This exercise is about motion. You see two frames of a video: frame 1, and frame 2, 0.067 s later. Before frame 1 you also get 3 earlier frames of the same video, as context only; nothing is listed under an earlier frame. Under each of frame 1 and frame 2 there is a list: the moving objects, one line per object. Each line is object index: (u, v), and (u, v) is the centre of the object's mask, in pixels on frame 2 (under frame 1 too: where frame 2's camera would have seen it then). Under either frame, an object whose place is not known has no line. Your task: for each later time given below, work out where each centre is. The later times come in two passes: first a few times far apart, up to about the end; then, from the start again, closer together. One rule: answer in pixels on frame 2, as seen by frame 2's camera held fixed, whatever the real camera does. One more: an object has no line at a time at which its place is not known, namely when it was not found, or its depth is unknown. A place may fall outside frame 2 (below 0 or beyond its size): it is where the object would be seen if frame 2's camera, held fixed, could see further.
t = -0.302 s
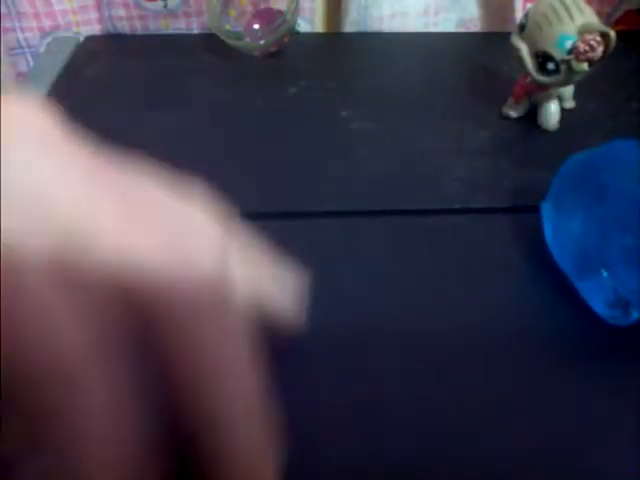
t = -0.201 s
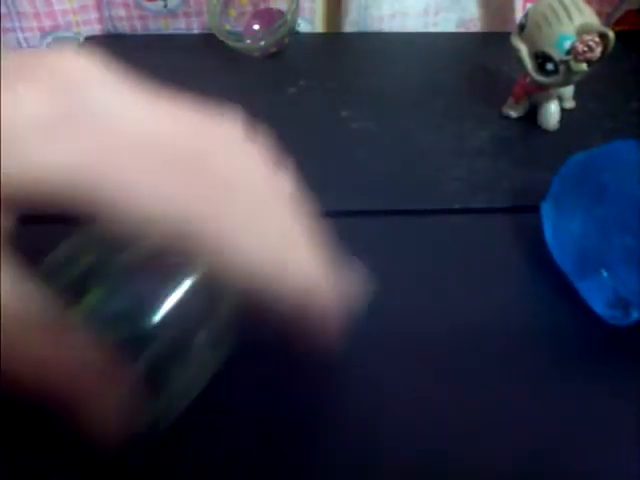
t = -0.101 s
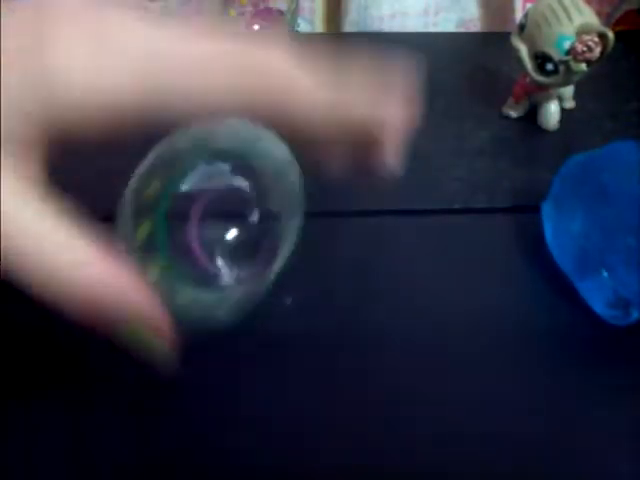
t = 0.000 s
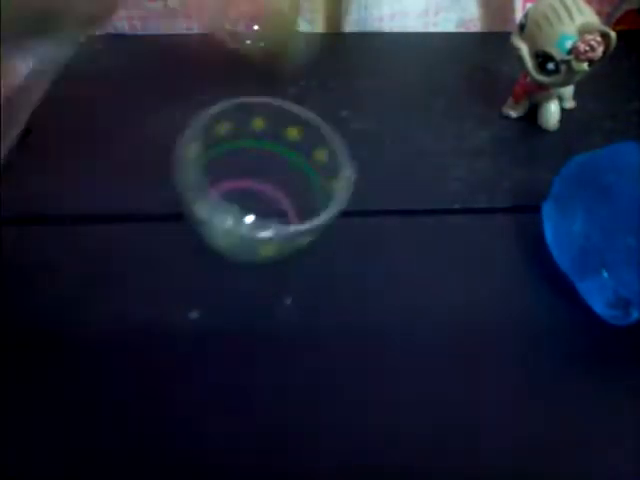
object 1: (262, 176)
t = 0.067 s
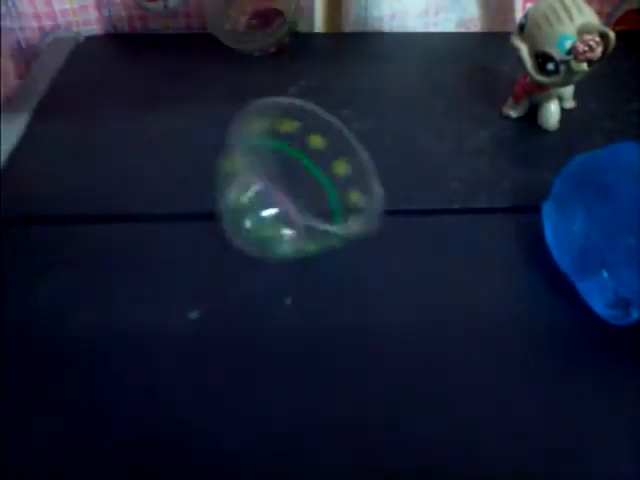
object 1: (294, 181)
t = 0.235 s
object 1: (332, 203)
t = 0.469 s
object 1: (304, 205)
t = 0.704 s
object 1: (326, 225)
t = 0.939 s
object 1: (351, 213)
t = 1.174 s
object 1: (335, 233)
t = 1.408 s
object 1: (296, 214)
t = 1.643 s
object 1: (257, 267)
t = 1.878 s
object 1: (286, 297)
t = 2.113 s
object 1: (298, 277)
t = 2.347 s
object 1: (251, 316)
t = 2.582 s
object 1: (167, 296)
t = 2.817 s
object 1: (134, 251)
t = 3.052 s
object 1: (121, 229)
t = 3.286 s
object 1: (100, 250)
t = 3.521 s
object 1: (121, 262)
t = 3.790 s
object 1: (176, 240)
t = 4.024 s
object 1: (204, 220)
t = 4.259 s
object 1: (234, 224)
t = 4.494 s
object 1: (235, 222)
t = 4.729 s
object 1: (213, 218)
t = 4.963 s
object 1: (200, 236)
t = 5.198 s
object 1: (177, 269)
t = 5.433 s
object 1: (131, 275)
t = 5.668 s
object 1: (102, 263)
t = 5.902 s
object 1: (90, 279)
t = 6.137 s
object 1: (78, 290)
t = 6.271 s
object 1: (73, 273)
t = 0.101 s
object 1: (312, 189)
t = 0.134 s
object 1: (327, 197)
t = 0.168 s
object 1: (338, 198)
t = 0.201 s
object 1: (342, 200)
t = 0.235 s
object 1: (332, 203)
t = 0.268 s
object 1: (318, 204)
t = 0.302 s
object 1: (305, 201)
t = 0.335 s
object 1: (297, 199)
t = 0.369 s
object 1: (292, 199)
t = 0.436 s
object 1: (296, 202)
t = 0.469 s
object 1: (304, 205)
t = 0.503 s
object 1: (315, 209)
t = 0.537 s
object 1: (338, 205)
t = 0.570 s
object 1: (353, 203)
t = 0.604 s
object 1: (359, 204)
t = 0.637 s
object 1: (355, 208)
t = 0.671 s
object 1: (341, 215)
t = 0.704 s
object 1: (326, 225)
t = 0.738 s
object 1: (319, 229)
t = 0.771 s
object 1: (316, 229)
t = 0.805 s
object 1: (316, 230)
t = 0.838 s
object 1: (319, 231)
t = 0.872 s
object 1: (324, 231)
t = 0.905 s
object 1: (338, 221)
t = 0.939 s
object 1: (351, 213)
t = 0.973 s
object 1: (361, 206)
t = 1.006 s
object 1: (365, 204)
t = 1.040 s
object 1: (363, 208)
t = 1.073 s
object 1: (356, 215)
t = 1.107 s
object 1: (348, 223)
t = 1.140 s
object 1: (341, 231)
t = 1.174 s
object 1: (335, 233)
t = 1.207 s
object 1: (329, 229)
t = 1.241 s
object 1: (321, 222)
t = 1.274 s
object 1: (311, 212)
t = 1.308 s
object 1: (301, 204)
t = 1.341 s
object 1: (295, 202)
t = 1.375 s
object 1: (293, 206)
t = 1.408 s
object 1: (296, 214)
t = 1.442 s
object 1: (303, 226)
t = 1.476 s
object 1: (308, 239)
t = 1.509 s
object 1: (302, 243)
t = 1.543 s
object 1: (291, 248)
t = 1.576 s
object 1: (277, 257)
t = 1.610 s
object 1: (264, 263)
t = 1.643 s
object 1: (257, 267)
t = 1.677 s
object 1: (255, 269)
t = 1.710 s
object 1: (260, 269)
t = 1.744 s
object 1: (270, 266)
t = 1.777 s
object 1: (281, 264)
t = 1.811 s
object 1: (288, 267)
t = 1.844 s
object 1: (289, 279)
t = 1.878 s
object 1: (286, 297)
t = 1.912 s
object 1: (284, 314)
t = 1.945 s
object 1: (283, 324)
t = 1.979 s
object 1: (284, 326)
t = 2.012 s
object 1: (287, 321)
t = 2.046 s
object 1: (292, 307)
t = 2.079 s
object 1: (297, 290)
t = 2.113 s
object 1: (298, 277)
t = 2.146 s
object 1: (296, 275)
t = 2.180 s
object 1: (290, 286)
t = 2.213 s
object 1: (282, 303)
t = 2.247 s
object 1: (274, 319)
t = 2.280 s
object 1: (266, 326)
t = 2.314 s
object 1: (258, 325)
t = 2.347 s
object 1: (251, 316)
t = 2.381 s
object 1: (244, 299)
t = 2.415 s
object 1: (236, 282)
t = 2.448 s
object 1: (223, 272)
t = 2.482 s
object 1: (207, 274)
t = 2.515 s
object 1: (192, 283)
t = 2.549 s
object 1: (178, 293)
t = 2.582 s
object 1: (167, 296)
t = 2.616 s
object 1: (160, 293)
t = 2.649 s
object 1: (156, 284)
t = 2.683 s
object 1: (155, 270)
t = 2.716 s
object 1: (155, 255)
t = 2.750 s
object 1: (153, 246)
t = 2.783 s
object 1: (146, 245)
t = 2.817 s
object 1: (134, 251)
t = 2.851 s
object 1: (124, 258)
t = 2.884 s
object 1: (117, 261)
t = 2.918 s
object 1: (112, 261)
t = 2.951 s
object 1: (111, 256)
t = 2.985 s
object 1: (113, 248)
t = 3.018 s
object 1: (117, 237)
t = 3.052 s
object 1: (121, 229)
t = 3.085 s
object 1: (121, 227)
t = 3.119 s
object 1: (116, 232)
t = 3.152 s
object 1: (108, 241)
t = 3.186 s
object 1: (101, 250)
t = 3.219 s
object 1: (97, 254)
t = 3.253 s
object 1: (97, 255)
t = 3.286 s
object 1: (100, 250)
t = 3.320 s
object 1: (106, 241)
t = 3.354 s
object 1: (112, 232)
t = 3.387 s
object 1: (117, 227)
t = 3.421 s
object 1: (120, 230)
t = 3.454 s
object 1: (120, 239)
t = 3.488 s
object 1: (120, 251)
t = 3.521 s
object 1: (121, 262)
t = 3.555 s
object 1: (123, 266)
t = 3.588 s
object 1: (127, 265)
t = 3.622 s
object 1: (133, 257)
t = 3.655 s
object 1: (140, 245)
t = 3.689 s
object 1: (147, 235)
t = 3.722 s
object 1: (156, 230)
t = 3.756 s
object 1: (165, 232)
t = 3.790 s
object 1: (176, 240)
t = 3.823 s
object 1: (185, 250)
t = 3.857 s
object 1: (193, 256)
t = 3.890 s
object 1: (199, 256)
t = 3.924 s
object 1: (202, 251)
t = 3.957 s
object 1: (203, 241)
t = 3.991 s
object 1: (203, 230)
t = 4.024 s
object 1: (204, 220)
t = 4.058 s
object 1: (208, 215)
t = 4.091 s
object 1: (215, 218)
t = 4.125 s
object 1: (225, 223)
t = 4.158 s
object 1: (232, 229)
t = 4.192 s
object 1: (236, 230)
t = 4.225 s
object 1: (237, 229)
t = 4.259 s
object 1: (234, 224)
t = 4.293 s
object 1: (228, 217)
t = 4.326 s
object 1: (222, 211)
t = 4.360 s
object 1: (219, 207)
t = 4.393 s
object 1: (221, 208)
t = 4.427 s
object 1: (227, 213)
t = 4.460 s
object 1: (231, 218)
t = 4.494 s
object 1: (235, 222)
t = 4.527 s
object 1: (236, 225)
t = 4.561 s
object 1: (236, 225)
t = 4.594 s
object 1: (232, 223)
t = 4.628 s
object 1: (226, 220)
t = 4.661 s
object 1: (219, 216)
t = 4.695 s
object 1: (213, 215)
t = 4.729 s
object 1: (213, 218)
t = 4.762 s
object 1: (216, 224)
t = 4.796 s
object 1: (220, 232)
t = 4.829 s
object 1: (222, 238)
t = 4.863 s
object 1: (220, 241)
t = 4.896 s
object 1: (216, 240)
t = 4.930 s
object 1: (208, 238)
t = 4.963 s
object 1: (200, 236)
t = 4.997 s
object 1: (194, 235)
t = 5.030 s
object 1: (189, 237)
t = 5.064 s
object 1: (185, 243)
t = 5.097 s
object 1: (184, 252)
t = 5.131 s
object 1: (184, 261)
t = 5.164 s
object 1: (181, 267)
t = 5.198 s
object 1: (177, 269)
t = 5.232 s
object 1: (170, 267)
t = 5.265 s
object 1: (161, 262)
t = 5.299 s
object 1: (152, 257)
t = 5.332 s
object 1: (145, 255)
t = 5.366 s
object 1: (139, 259)
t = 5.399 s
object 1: (134, 266)
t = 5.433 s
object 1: (131, 275)
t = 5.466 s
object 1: (128, 282)
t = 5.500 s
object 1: (125, 286)
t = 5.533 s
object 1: (121, 285)
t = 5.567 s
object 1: (116, 278)
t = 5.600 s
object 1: (111, 270)
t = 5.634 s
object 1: (106, 264)
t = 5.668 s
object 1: (102, 263)
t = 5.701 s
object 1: (100, 268)
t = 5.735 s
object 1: (98, 276)
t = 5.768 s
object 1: (96, 284)
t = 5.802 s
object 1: (95, 289)
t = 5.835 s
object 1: (93, 290)
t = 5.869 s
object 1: (92, 286)
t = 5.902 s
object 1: (90, 279)
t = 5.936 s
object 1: (88, 272)
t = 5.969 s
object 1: (85, 268)
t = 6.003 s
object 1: (83, 269)
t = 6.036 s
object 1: (82, 274)
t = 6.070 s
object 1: (80, 282)
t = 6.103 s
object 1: (79, 288)
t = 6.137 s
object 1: (78, 290)
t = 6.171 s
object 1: (76, 289)
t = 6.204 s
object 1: (75, 285)
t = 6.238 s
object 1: (74, 279)
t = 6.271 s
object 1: (73, 273)
